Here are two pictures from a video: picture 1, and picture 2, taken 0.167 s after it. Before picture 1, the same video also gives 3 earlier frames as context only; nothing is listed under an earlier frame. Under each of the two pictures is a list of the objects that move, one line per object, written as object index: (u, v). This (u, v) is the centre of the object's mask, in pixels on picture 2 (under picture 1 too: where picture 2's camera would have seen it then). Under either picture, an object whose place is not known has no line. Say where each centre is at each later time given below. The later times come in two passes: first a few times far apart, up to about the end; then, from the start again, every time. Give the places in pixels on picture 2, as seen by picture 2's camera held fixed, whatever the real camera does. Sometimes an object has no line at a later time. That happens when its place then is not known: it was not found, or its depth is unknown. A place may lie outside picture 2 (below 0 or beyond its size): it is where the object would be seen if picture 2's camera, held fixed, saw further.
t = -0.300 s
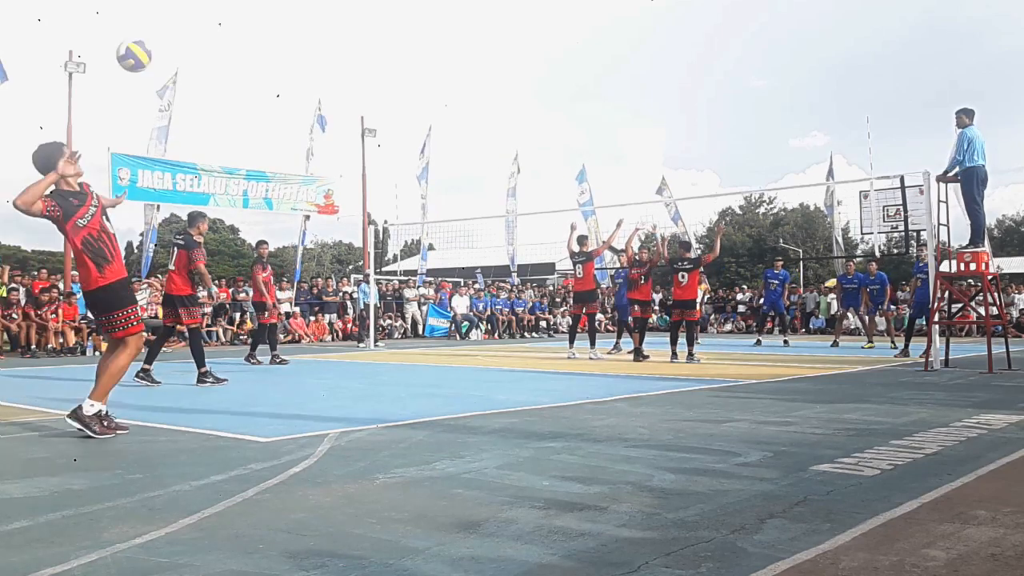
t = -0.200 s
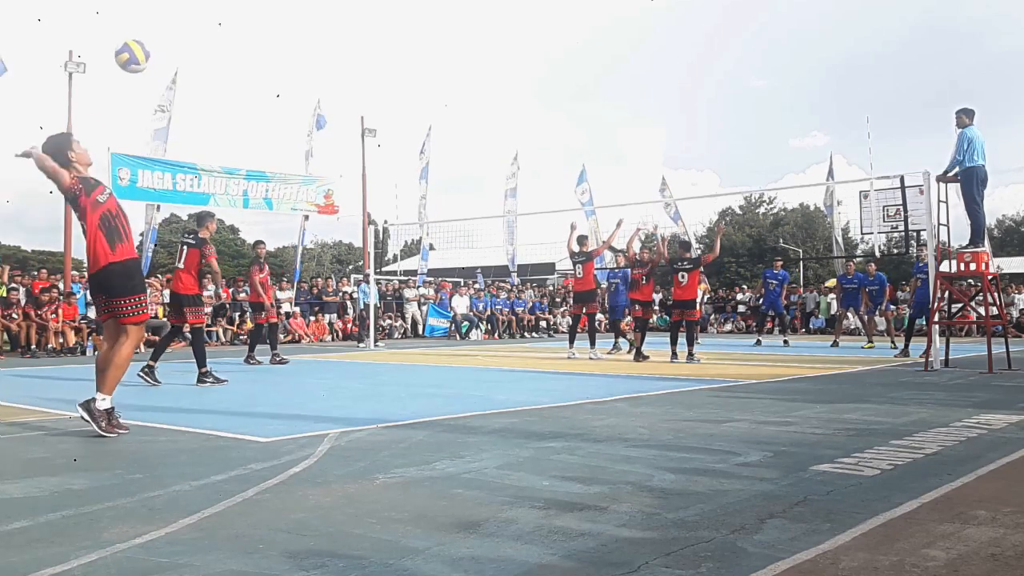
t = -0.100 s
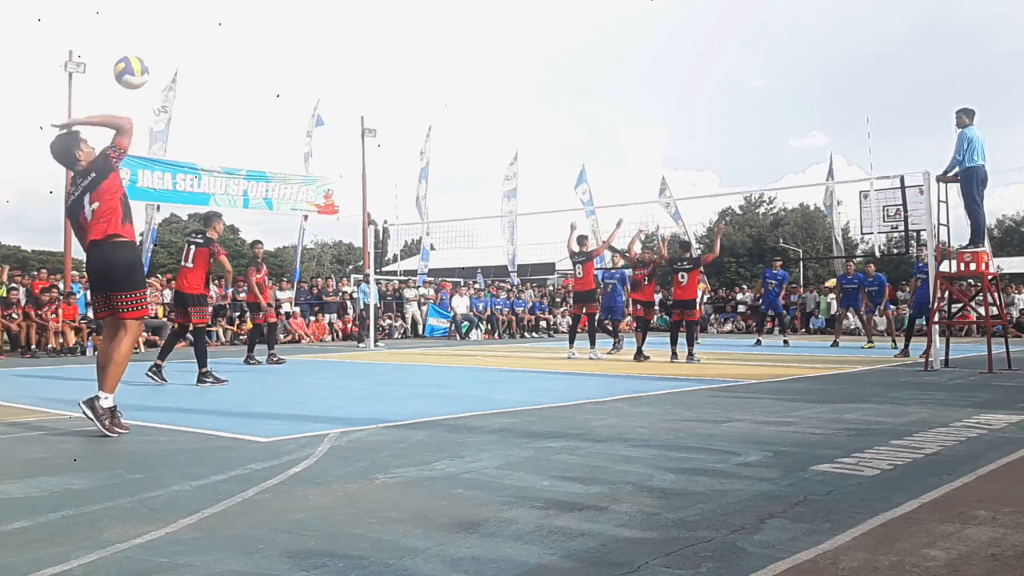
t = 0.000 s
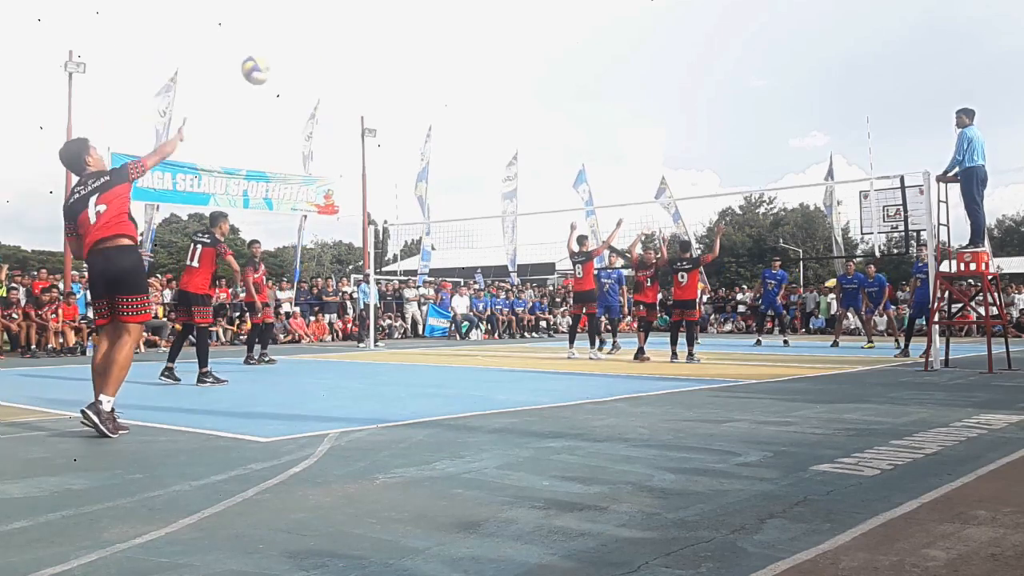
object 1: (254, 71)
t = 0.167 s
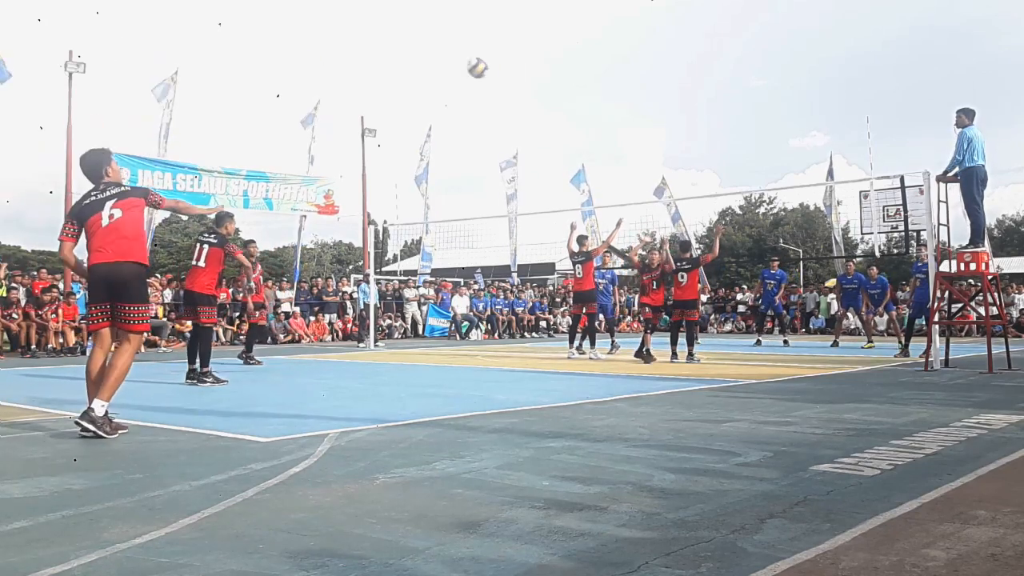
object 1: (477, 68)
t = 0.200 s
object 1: (509, 70)
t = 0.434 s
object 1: (671, 105)
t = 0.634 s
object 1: (762, 148)
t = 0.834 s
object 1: (828, 195)
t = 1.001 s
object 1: (868, 241)
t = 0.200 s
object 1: (509, 70)
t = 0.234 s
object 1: (538, 73)
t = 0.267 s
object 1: (565, 77)
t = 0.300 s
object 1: (589, 81)
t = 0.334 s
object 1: (611, 86)
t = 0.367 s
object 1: (632, 92)
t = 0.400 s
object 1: (652, 98)
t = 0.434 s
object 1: (671, 105)
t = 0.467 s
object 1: (688, 111)
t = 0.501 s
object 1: (705, 119)
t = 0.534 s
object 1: (720, 126)
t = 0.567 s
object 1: (735, 133)
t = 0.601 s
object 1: (749, 141)
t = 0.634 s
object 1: (762, 148)
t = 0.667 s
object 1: (774, 155)
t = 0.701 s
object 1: (787, 163)
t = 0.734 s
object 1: (798, 172)
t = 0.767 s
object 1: (808, 179)
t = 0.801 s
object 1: (819, 190)
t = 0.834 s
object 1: (828, 195)
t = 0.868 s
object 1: (838, 207)
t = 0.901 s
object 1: (847, 217)
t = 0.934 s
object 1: (854, 225)
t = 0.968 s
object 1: (864, 235)
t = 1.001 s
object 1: (868, 241)
